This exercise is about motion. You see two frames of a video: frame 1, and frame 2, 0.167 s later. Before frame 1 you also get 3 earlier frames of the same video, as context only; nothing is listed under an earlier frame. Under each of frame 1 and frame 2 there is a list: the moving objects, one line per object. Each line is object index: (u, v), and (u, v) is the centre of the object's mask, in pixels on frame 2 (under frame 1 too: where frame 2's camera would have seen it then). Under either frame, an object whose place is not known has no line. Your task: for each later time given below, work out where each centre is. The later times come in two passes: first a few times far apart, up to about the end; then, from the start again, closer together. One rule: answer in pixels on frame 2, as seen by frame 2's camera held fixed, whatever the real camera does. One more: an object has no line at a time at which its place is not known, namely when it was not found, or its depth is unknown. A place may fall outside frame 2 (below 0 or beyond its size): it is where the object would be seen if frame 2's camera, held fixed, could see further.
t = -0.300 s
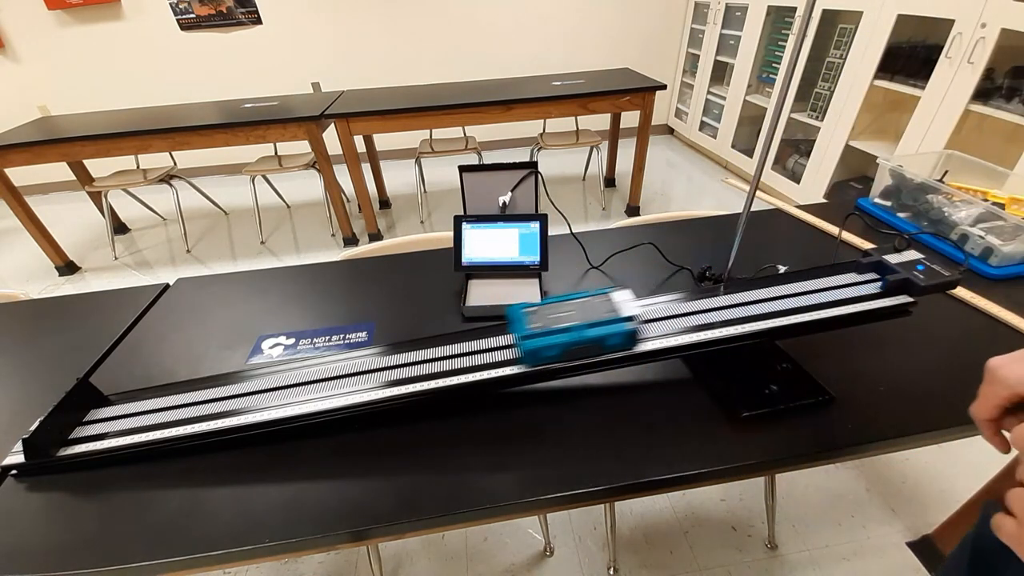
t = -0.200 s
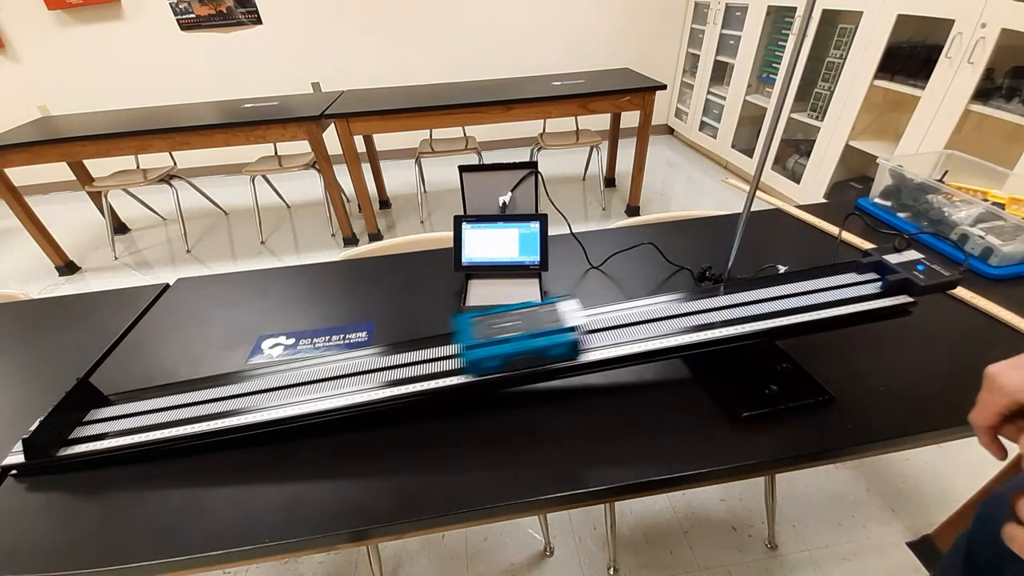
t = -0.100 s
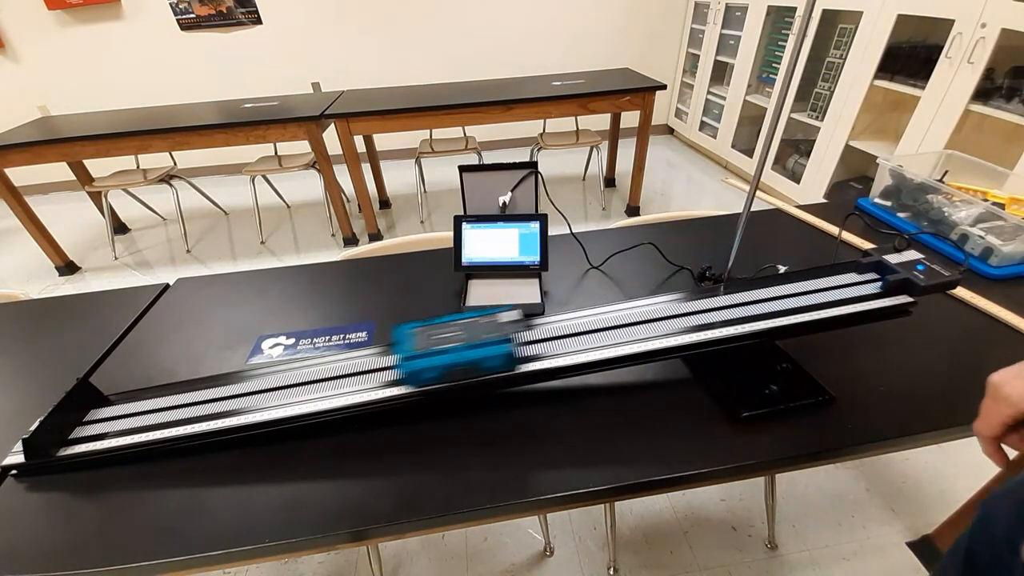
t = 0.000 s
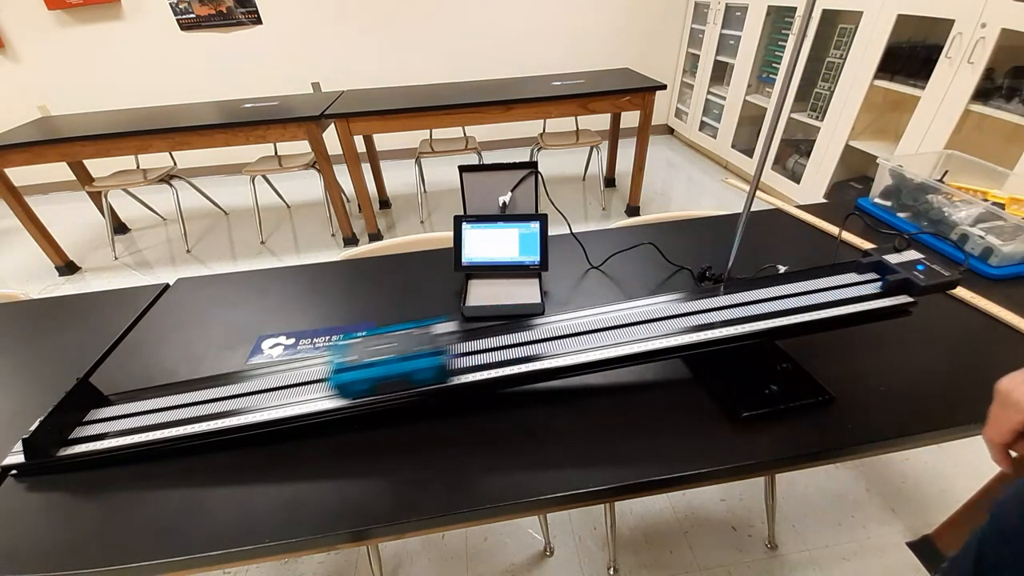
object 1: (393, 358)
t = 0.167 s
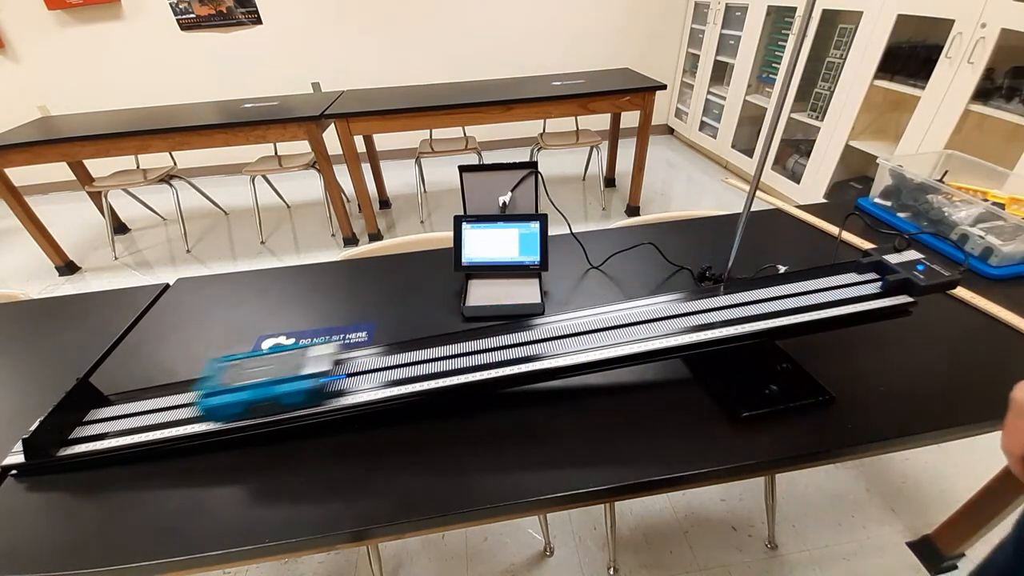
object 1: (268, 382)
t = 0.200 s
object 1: (241, 387)
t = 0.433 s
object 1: (152, 400)
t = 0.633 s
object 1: (212, 393)
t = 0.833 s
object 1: (209, 394)
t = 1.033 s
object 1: (209, 394)
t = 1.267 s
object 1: (209, 394)
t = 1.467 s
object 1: (209, 394)
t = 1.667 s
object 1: (209, 394)
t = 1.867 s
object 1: (209, 394)
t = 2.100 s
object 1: (209, 394)
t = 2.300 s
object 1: (209, 394)
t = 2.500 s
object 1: (209, 394)
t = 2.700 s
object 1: (209, 394)
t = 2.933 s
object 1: (209, 394)
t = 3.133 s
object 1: (209, 394)
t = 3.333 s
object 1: (209, 394)
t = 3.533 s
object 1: (209, 394)
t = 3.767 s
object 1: (209, 394)
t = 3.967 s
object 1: (209, 394)
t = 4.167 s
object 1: (209, 394)
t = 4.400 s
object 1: (209, 394)
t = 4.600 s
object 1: (209, 394)
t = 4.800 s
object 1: (209, 394)
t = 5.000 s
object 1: (209, 394)
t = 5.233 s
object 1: (209, 394)
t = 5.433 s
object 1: (209, 394)
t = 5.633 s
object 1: (209, 394)
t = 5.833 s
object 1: (209, 394)
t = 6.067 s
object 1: (209, 394)
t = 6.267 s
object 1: (209, 394)
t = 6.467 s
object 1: (209, 394)
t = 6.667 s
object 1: (209, 394)
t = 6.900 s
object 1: (207, 395)
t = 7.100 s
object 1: (204, 396)
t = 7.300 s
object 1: (203, 396)
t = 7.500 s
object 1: (199, 397)
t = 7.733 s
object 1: (193, 399)
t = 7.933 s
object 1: (193, 399)
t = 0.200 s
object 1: (241, 387)
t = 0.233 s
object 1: (213, 391)
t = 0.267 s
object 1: (186, 396)
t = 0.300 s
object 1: (155, 401)
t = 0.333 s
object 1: (126, 407)
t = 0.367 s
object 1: (125, 406)
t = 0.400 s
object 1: (136, 402)
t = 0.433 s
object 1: (152, 400)
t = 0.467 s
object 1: (173, 400)
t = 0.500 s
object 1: (185, 398)
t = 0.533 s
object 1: (196, 396)
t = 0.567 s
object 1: (205, 394)
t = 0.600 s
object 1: (210, 394)
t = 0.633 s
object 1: (212, 393)
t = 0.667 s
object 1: (212, 393)
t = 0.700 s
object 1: (210, 394)
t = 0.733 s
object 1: (208, 394)
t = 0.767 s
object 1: (208, 394)
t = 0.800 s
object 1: (209, 394)
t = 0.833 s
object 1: (209, 394)
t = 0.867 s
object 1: (209, 394)
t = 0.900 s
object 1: (209, 394)
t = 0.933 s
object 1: (209, 394)
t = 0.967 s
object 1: (209, 394)
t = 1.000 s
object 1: (209, 394)
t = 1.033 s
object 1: (209, 394)
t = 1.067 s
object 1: (209, 394)
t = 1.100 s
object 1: (209, 394)
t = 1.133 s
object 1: (209, 394)
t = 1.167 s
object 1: (209, 394)
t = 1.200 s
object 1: (209, 394)
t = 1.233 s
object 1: (209, 394)
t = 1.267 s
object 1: (209, 394)
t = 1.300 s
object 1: (209, 394)
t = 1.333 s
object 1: (209, 394)
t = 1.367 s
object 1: (209, 394)
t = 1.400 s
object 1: (209, 394)
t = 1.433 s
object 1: (209, 394)
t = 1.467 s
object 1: (209, 394)
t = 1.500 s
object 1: (209, 394)
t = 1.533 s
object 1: (209, 394)
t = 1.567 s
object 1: (209, 394)
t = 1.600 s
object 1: (209, 394)
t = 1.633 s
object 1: (209, 394)
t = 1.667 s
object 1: (209, 394)
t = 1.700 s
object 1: (209, 394)
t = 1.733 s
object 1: (209, 394)
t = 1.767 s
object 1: (209, 394)
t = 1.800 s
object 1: (209, 394)
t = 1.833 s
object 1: (209, 394)
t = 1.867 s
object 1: (209, 394)
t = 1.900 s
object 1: (209, 394)
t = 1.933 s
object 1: (209, 394)
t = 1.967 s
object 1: (209, 394)
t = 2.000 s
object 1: (209, 394)
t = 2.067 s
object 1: (209, 394)
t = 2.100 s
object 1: (209, 394)
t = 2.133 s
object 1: (209, 394)
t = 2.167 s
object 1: (209, 394)
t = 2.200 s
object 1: (209, 394)
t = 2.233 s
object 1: (209, 394)
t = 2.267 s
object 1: (209, 394)
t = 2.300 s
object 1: (209, 394)
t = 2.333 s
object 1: (209, 394)
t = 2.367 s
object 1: (209, 394)
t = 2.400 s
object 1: (209, 394)
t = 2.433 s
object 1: (209, 394)
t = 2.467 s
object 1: (209, 394)
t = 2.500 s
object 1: (209, 394)
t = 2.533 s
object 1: (209, 394)
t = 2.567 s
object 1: (209, 394)
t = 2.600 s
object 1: (209, 394)
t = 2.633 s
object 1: (209, 394)
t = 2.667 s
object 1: (209, 394)
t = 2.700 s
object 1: (209, 394)
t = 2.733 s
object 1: (209, 394)
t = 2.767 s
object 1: (209, 394)
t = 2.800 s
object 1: (209, 394)
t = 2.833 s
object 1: (209, 394)
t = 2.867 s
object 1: (209, 394)
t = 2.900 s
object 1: (209, 394)
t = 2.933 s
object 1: (209, 394)
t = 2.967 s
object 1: (209, 394)
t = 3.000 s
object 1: (209, 394)
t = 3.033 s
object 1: (209, 394)
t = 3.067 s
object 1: (209, 394)
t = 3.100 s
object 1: (209, 394)
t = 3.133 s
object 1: (209, 394)
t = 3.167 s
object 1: (209, 394)
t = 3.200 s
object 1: (209, 394)
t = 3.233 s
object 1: (209, 394)
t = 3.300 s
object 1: (209, 394)
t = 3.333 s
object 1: (209, 394)
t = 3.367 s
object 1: (209, 394)
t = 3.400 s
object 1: (209, 394)
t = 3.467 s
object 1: (209, 394)
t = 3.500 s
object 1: (209, 394)
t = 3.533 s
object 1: (209, 394)
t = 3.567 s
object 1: (209, 394)
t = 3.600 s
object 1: (209, 394)
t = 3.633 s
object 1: (209, 394)
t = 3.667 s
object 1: (209, 394)
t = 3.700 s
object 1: (209, 394)
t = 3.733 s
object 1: (209, 394)
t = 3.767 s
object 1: (209, 394)
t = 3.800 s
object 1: (209, 394)
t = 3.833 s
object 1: (209, 394)
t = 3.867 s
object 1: (209, 394)
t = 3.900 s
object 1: (209, 394)
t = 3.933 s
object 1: (209, 394)
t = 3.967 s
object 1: (209, 394)
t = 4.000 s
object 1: (209, 394)
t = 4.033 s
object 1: (209, 394)
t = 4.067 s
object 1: (209, 394)
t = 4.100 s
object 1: (209, 394)
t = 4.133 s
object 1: (209, 394)
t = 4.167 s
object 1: (209, 394)
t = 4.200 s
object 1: (209, 394)
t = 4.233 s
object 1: (209, 394)
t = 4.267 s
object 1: (209, 394)
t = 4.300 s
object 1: (209, 394)
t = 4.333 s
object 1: (209, 394)
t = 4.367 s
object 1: (209, 394)
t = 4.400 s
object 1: (209, 394)
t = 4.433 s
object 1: (209, 394)
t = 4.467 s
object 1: (209, 394)
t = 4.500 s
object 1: (209, 394)
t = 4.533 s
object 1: (209, 394)
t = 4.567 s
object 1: (209, 394)
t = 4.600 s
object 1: (209, 394)
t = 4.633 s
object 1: (209, 394)
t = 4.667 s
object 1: (209, 394)
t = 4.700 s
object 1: (209, 394)
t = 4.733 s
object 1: (209, 394)
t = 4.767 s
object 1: (209, 394)
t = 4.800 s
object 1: (209, 394)
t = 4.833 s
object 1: (209, 394)
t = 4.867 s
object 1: (209, 394)
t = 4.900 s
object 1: (209, 394)
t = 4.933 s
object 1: (209, 394)
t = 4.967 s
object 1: (209, 394)
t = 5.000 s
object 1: (209, 394)
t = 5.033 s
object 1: (209, 394)
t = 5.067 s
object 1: (209, 394)
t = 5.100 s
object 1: (209, 394)
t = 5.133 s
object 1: (209, 394)
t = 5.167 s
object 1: (209, 394)
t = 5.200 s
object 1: (209, 394)
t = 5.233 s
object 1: (209, 394)
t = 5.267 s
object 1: (209, 394)
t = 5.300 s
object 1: (209, 394)
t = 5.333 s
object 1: (209, 394)
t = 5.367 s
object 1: (209, 394)
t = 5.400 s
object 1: (209, 394)
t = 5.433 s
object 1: (209, 394)
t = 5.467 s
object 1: (209, 394)
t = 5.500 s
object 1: (209, 394)
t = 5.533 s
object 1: (209, 394)
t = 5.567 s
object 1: (209, 394)
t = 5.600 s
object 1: (209, 394)
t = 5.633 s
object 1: (209, 394)
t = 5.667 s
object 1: (209, 394)
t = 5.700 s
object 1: (209, 394)
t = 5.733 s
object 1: (209, 394)
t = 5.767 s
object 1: (209, 394)
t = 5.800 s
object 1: (209, 394)
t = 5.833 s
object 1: (209, 394)
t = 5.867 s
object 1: (209, 394)
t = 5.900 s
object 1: (209, 394)
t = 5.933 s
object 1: (209, 394)
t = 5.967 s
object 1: (209, 394)
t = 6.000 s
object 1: (209, 394)
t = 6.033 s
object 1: (209, 394)
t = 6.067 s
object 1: (209, 394)
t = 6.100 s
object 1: (209, 394)
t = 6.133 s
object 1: (209, 394)
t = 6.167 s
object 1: (209, 394)
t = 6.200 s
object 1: (209, 394)
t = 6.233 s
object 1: (209, 394)
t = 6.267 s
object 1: (209, 394)
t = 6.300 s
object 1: (209, 394)
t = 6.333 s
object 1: (209, 394)
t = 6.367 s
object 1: (209, 394)
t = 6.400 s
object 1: (209, 394)
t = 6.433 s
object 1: (209, 394)
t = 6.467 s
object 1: (209, 394)
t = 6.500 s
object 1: (209, 394)
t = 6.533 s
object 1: (209, 394)
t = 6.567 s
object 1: (209, 394)
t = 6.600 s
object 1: (209, 394)
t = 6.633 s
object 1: (209, 394)
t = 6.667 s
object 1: (209, 394)
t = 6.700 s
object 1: (209, 394)
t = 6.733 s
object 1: (209, 394)
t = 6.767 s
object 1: (209, 394)
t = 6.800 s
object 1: (209, 394)
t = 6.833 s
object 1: (208, 394)
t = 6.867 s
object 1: (208, 394)
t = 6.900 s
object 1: (207, 395)
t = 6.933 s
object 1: (206, 395)
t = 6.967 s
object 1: (205, 395)
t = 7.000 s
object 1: (204, 396)
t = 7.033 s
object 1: (204, 396)
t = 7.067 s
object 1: (204, 396)
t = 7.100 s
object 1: (204, 396)
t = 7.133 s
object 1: (204, 396)
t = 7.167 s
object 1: (204, 396)
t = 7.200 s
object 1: (205, 396)
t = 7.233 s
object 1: (204, 396)
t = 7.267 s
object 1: (204, 396)
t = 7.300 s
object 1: (203, 396)
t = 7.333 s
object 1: (202, 396)
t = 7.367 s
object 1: (202, 396)
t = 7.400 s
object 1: (202, 397)
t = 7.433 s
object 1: (201, 397)
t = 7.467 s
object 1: (200, 397)
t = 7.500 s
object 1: (199, 397)
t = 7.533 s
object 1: (198, 398)
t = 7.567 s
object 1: (196, 398)
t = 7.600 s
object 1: (196, 398)
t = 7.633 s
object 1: (196, 398)
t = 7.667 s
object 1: (195, 398)
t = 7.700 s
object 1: (194, 398)
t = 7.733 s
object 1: (193, 399)
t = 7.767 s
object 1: (193, 399)
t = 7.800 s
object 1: (193, 399)
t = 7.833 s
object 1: (193, 399)
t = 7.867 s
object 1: (193, 399)
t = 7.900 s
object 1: (193, 399)
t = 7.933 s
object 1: (193, 399)
